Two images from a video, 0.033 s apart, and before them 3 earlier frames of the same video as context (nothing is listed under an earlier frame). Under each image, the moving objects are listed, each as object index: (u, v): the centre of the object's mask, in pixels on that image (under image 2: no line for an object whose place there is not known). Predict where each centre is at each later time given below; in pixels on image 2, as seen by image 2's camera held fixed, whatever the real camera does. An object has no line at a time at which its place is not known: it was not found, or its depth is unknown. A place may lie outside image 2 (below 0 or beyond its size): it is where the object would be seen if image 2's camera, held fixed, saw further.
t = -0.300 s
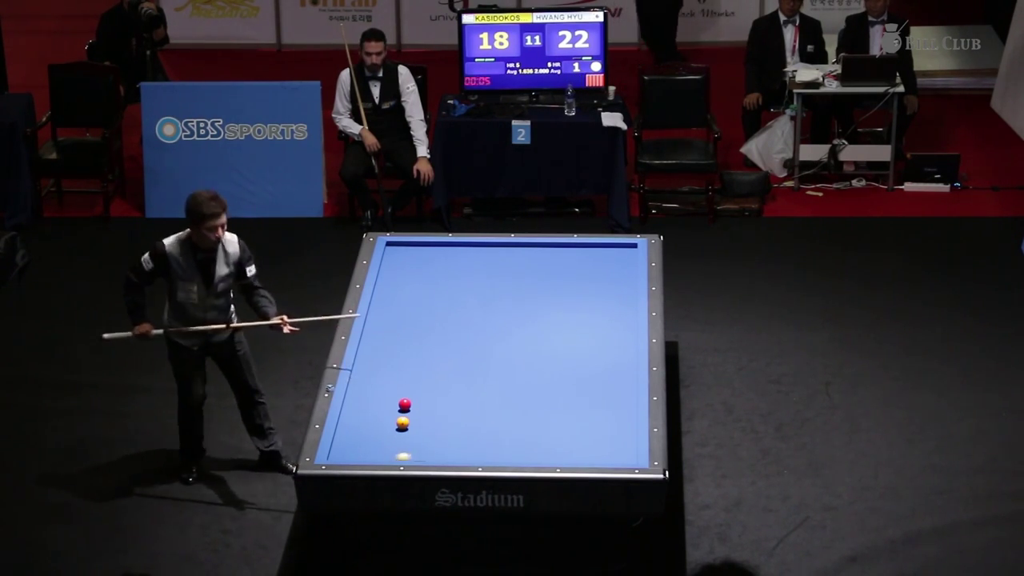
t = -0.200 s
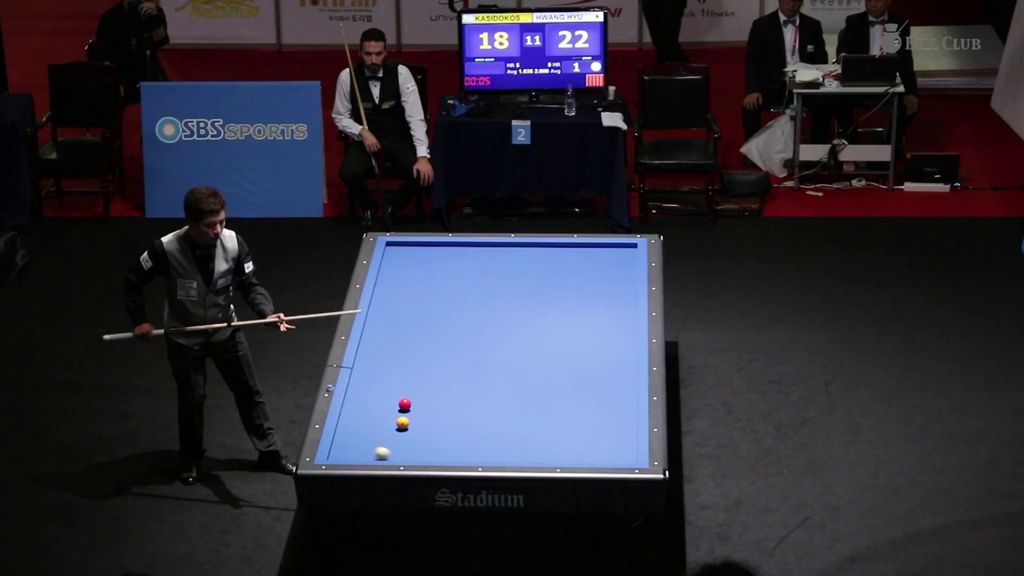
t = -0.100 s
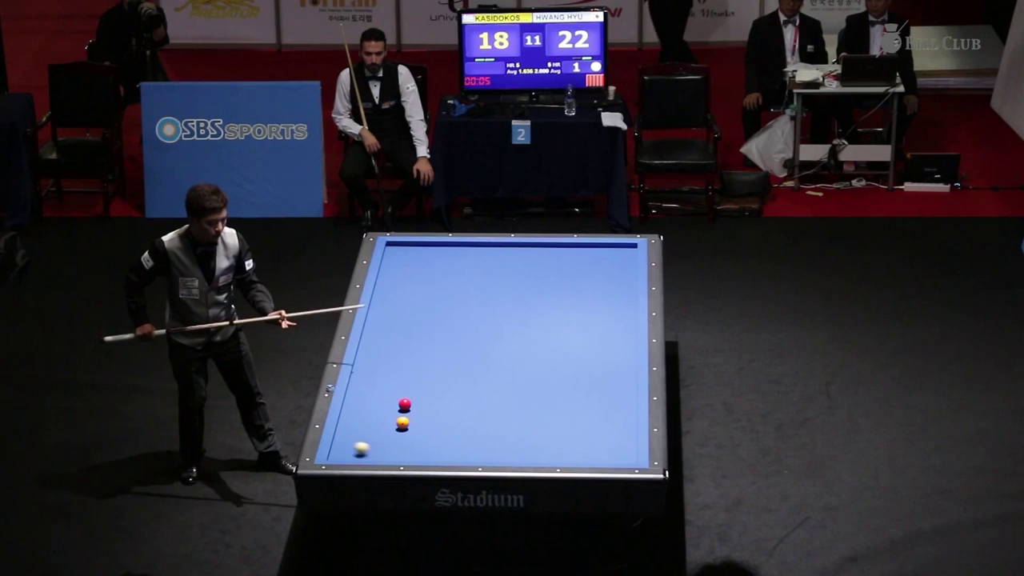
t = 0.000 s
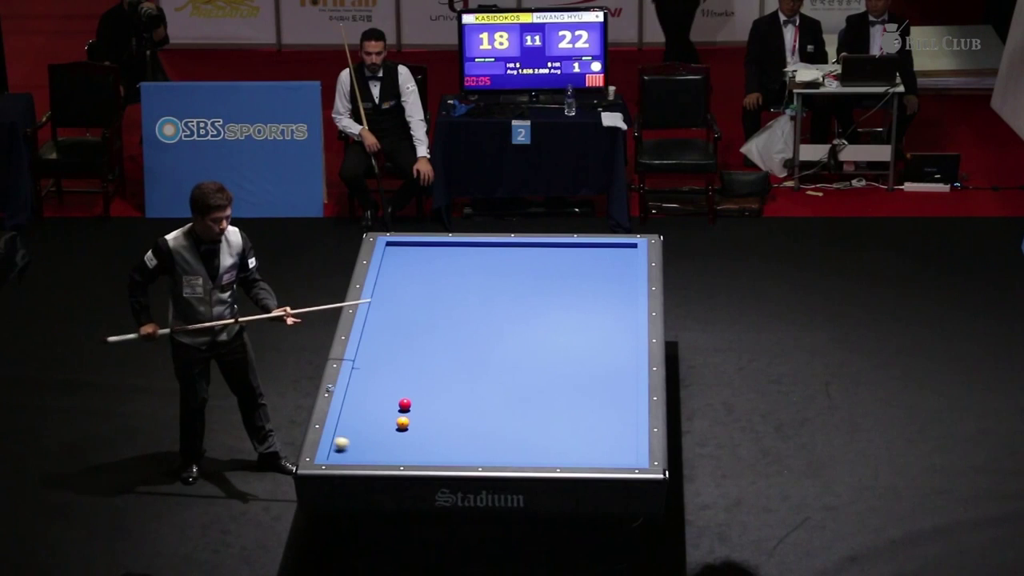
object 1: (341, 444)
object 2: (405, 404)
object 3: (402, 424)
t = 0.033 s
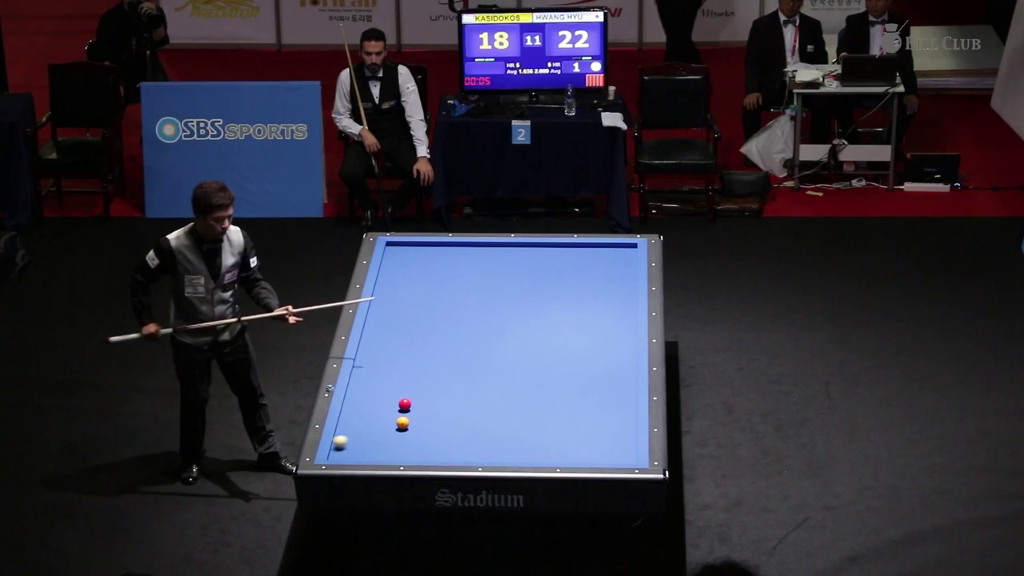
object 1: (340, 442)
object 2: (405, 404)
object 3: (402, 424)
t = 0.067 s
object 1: (346, 440)
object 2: (405, 404)
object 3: (402, 424)
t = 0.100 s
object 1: (352, 438)
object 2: (405, 404)
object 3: (402, 424)
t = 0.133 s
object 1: (358, 436)
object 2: (405, 404)
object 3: (402, 424)
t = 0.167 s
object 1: (363, 435)
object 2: (405, 405)
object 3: (402, 424)
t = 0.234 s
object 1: (372, 431)
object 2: (405, 404)
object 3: (402, 424)
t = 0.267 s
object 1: (377, 429)
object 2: (405, 404)
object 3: (402, 424)
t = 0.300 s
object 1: (381, 427)
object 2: (405, 404)
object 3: (402, 424)
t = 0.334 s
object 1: (386, 425)
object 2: (405, 404)
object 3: (402, 424)
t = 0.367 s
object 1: (389, 424)
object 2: (405, 404)
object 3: (403, 424)
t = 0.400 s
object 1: (389, 423)
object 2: (405, 404)
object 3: (407, 424)
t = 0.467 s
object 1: (390, 420)
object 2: (405, 404)
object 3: (415, 423)
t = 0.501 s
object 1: (391, 418)
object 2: (405, 404)
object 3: (418, 423)
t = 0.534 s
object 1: (392, 417)
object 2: (405, 404)
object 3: (421, 422)
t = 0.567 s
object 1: (393, 415)
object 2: (405, 404)
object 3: (424, 422)
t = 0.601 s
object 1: (394, 414)
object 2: (405, 404)
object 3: (427, 421)
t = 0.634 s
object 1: (395, 413)
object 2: (405, 404)
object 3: (430, 421)
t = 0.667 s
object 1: (396, 411)
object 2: (406, 403)
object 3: (433, 421)
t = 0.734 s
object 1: (397, 409)
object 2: (407, 402)
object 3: (439, 420)
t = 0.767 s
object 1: (397, 409)
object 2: (408, 402)
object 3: (442, 420)
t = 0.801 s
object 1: (396, 408)
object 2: (408, 402)
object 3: (445, 419)
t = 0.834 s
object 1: (397, 408)
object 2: (409, 400)
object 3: (448, 419)
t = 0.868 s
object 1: (396, 407)
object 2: (410, 400)
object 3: (451, 419)
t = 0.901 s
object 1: (396, 407)
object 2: (411, 399)
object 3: (454, 419)
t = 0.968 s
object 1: (396, 406)
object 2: (413, 398)
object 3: (460, 418)
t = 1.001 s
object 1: (396, 406)
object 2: (414, 396)
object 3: (463, 418)
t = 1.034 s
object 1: (395, 405)
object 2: (414, 396)
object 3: (465, 417)
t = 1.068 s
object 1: (395, 405)
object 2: (416, 395)
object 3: (469, 417)
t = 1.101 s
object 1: (395, 405)
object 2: (416, 394)
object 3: (472, 417)
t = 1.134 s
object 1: (395, 404)
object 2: (417, 393)
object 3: (474, 417)
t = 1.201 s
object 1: (395, 403)
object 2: (419, 392)
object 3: (480, 416)
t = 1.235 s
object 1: (395, 403)
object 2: (420, 392)
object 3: (483, 416)
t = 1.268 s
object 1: (395, 403)
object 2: (421, 391)
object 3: (485, 416)
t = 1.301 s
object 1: (394, 403)
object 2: (422, 390)
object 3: (488, 416)
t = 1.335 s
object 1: (394, 402)
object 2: (423, 389)
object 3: (491, 415)
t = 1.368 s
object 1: (394, 401)
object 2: (424, 389)
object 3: (494, 415)
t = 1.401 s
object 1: (394, 401)
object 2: (425, 387)
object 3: (497, 415)
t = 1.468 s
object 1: (394, 401)
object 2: (426, 387)
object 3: (502, 414)
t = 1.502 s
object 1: (394, 400)
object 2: (427, 386)
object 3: (505, 414)
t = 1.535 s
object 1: (394, 399)
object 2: (428, 385)
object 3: (507, 414)
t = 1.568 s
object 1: (394, 399)
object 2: (428, 384)
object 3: (510, 413)
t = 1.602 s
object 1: (394, 399)
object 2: (429, 383)
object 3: (513, 413)
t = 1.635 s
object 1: (393, 398)
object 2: (430, 383)
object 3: (516, 413)
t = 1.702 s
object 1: (393, 398)
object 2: (432, 381)
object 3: (521, 412)
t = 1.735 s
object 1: (393, 397)
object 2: (433, 380)
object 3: (524, 412)
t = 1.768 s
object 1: (393, 397)
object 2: (433, 380)
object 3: (526, 412)
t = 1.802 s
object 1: (393, 397)
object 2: (434, 379)
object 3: (529, 411)
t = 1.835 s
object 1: (393, 396)
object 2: (435, 378)
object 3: (532, 411)
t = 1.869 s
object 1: (393, 397)
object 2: (436, 378)
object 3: (534, 411)
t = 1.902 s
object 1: (393, 396)
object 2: (437, 377)
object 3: (537, 411)
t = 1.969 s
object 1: (393, 395)
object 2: (438, 376)
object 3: (542, 410)
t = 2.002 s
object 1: (393, 395)
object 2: (439, 375)
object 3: (545, 410)
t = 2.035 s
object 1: (393, 394)
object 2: (440, 374)
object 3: (547, 410)
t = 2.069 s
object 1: (393, 394)
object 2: (441, 373)
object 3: (550, 410)
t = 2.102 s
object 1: (393, 394)
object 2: (441, 374)
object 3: (552, 409)
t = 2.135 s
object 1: (393, 394)
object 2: (442, 372)
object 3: (555, 409)
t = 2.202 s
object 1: (392, 394)
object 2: (443, 372)
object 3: (560, 408)
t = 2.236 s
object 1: (392, 393)
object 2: (444, 370)
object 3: (562, 408)
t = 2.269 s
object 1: (392, 392)
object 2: (445, 370)
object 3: (565, 408)
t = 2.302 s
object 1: (392, 393)
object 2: (446, 369)
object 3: (567, 408)
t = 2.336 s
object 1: (392, 392)
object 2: (446, 369)
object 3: (570, 408)
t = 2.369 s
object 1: (392, 392)
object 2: (447, 369)
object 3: (572, 407)
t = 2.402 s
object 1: (392, 391)
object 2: (448, 368)
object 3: (574, 407)
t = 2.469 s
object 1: (392, 391)
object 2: (449, 366)
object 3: (579, 406)
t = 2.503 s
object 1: (392, 391)
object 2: (450, 366)
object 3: (582, 406)
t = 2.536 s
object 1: (392, 391)
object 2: (451, 365)
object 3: (584, 406)
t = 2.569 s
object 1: (392, 391)
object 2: (451, 365)
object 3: (587, 406)
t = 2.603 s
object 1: (392, 390)
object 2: (452, 365)
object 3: (589, 406)
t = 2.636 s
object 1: (392, 390)
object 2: (453, 364)
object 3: (591, 405)
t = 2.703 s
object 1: (392, 390)
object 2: (454, 363)
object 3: (596, 405)
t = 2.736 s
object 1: (392, 390)
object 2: (455, 362)
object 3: (598, 405)
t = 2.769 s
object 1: (392, 389)
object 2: (455, 362)
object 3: (600, 405)
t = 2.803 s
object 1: (392, 389)
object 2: (456, 361)
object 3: (603, 405)
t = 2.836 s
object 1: (392, 389)
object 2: (457, 361)
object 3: (605, 404)
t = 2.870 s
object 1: (392, 389)
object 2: (457, 360)
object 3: (607, 404)
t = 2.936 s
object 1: (392, 388)
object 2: (459, 359)
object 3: (612, 404)
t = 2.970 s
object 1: (392, 388)
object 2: (459, 359)
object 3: (614, 404)
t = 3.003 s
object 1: (392, 388)
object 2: (460, 358)
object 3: (616, 403)
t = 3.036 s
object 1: (392, 387)
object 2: (461, 358)
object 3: (618, 403)
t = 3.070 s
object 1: (392, 388)
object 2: (461, 357)
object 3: (621, 403)
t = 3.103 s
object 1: (392, 387)
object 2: (462, 357)
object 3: (623, 403)
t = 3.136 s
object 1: (392, 387)
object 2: (462, 356)
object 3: (625, 403)
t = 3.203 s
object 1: (391, 387)
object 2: (464, 355)
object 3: (629, 402)
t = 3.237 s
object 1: (391, 387)
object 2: (464, 355)
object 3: (630, 402)
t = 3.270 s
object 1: (391, 387)
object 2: (465, 354)
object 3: (629, 402)
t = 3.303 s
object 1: (392, 386)
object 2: (466, 353)
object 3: (628, 402)
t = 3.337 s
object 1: (392, 386)
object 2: (466, 353)
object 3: (627, 402)
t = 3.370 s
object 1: (392, 386)
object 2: (467, 352)
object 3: (626, 401)
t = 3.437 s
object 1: (392, 386)
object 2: (468, 352)
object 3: (623, 401)
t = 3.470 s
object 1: (392, 385)
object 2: (468, 351)
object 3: (622, 401)
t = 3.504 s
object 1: (392, 385)
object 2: (469, 351)
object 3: (621, 401)
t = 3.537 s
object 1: (392, 385)
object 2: (469, 350)
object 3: (620, 401)
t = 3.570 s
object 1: (392, 385)
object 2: (470, 350)
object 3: (618, 401)
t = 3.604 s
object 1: (392, 386)
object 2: (471, 349)
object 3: (617, 401)
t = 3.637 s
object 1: (392, 385)
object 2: (471, 349)
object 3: (616, 401)
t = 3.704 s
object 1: (392, 385)
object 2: (472, 348)
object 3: (614, 400)
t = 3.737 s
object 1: (392, 385)
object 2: (473, 347)
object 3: (613, 400)
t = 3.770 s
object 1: (392, 385)
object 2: (473, 347)
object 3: (612, 400)
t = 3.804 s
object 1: (392, 384)
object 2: (474, 346)
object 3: (611, 400)
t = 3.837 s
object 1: (392, 384)
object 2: (475, 346)
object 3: (610, 400)
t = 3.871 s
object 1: (392, 385)
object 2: (475, 346)
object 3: (608, 399)
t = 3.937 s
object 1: (392, 384)
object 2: (476, 345)
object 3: (606, 399)
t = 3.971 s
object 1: (392, 384)
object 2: (477, 344)
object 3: (605, 399)
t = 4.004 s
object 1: (392, 384)
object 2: (477, 344)
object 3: (604, 399)
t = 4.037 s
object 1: (392, 384)
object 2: (478, 343)
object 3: (603, 399)
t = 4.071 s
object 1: (392, 384)
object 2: (478, 342)
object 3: (602, 398)
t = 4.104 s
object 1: (392, 384)
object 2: (479, 342)
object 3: (601, 398)
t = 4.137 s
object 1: (392, 384)
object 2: (479, 342)
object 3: (600, 398)
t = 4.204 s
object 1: (392, 383)
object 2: (480, 341)
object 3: (598, 398)
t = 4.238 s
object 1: (392, 383)
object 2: (481, 340)
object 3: (597, 398)
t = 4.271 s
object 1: (392, 384)
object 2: (481, 341)
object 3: (596, 397)
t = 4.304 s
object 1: (392, 383)
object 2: (482, 340)
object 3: (595, 397)
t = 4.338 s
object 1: (392, 384)
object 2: (482, 339)
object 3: (594, 397)
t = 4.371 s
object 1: (392, 384)
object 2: (482, 340)
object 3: (593, 398)
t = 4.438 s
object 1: (392, 384)
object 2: (483, 339)
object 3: (591, 397)
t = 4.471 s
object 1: (392, 384)
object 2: (484, 339)
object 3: (590, 397)
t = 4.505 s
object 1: (392, 383)
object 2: (485, 338)
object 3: (589, 397)
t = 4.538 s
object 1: (392, 383)
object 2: (485, 337)
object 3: (588, 397)
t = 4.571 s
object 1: (392, 383)
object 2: (485, 337)
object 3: (588, 397)
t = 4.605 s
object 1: (392, 384)
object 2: (486, 336)
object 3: (587, 397)
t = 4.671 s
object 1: (392, 384)
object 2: (487, 336)
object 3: (585, 396)
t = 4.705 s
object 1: (392, 384)
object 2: (487, 336)
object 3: (584, 396)
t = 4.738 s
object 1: (392, 384)
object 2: (487, 336)
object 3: (583, 396)
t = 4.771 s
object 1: (392, 384)
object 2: (488, 335)
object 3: (582, 396)
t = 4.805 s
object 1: (392, 383)
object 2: (488, 335)
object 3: (581, 396)
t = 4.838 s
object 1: (392, 383)
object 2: (489, 334)
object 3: (581, 396)
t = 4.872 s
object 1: (392, 383)
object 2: (489, 334)
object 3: (580, 396)
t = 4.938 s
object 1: (392, 383)
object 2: (490, 334)
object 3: (578, 395)
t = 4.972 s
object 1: (392, 383)
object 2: (490, 333)
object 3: (578, 395)
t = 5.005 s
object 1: (392, 384)
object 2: (491, 333)
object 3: (577, 395)
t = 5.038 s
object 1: (392, 384)
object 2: (491, 333)
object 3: (576, 395)
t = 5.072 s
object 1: (392, 383)
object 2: (492, 332)
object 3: (575, 395)
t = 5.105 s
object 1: (392, 384)
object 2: (492, 332)
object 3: (574, 395)
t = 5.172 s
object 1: (392, 383)
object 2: (493, 331)
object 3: (573, 395)
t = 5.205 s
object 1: (392, 384)
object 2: (493, 331)
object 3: (572, 395)
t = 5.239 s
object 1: (392, 383)
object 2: (493, 331)
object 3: (571, 395)
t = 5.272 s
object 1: (392, 384)
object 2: (494, 331)
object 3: (571, 395)
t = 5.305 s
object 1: (392, 384)
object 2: (494, 330)
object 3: (570, 395)
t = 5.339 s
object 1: (392, 384)
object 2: (495, 330)
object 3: (569, 395)
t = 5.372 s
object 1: (392, 383)
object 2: (495, 330)
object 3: (568, 394)
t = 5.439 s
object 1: (392, 383)
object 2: (496, 329)
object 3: (567, 395)
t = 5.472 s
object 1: (392, 383)
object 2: (496, 329)
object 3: (566, 394)
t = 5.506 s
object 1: (392, 383)
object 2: (496, 328)
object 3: (566, 395)
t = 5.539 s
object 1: (392, 384)
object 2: (496, 328)
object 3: (565, 394)
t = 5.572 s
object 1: (392, 383)
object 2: (497, 328)
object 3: (564, 394)
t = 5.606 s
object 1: (392, 383)
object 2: (497, 328)
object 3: (564, 394)
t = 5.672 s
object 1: (392, 383)
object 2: (498, 327)
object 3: (562, 394)
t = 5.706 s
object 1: (392, 383)
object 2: (498, 327)
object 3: (562, 394)
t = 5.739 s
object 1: (392, 383)
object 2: (498, 327)
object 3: (561, 394)
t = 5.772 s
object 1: (392, 383)
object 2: (499, 327)
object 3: (560, 394)
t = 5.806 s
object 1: (392, 383)
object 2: (499, 326)
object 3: (560, 394)
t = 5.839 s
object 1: (392, 383)
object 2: (499, 326)
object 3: (559, 394)
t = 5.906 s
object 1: (392, 384)
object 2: (500, 326)
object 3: (558, 394)
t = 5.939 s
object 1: (392, 383)
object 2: (500, 325)
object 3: (557, 394)
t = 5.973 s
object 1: (392, 383)
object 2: (500, 325)
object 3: (557, 393)
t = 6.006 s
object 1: (392, 383)
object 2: (500, 325)
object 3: (556, 393)
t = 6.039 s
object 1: (392, 383)
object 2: (501, 325)
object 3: (556, 394)
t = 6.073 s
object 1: (392, 383)
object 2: (501, 325)
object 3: (555, 394)
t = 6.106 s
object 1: (392, 383)
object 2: (501, 324)
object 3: (555, 393)
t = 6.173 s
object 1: (392, 383)
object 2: (502, 324)
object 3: (554, 393)
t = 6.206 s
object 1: (392, 383)
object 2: (502, 324)
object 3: (553, 393)
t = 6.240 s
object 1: (392, 384)
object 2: (502, 324)
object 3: (553, 393)
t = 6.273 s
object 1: (392, 383)
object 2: (502, 323)
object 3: (552, 393)
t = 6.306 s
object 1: (392, 383)
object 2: (502, 323)
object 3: (552, 393)
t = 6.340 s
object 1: (392, 383)
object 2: (503, 323)
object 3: (552, 393)
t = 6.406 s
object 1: (392, 384)
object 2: (503, 323)
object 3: (551, 393)
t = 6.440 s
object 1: (392, 383)
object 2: (504, 322)
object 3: (550, 393)
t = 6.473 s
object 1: (392, 383)
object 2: (504, 322)
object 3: (550, 393)
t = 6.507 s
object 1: (392, 383)
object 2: (504, 322)
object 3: (549, 393)
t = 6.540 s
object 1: (392, 383)
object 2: (504, 322)
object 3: (549, 393)
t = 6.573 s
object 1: (392, 384)
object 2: (504, 322)
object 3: (548, 393)
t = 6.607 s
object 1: (392, 383)
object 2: (505, 321)
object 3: (548, 393)
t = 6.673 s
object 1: (392, 383)
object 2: (505, 321)
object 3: (547, 393)
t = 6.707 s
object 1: (392, 383)
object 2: (505, 321)
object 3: (547, 393)
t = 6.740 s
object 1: (392, 383)
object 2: (505, 321)
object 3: (546, 393)
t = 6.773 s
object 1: (392, 384)
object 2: (505, 321)
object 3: (546, 393)
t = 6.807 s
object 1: (392, 383)
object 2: (506, 321)
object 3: (546, 392)
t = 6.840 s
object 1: (392, 383)
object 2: (506, 320)
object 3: (545, 392)
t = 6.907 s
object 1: (392, 383)
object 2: (506, 320)
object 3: (545, 392)
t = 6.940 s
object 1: (392, 383)
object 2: (506, 320)
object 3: (544, 392)
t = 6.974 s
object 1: (392, 383)
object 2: (507, 320)
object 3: (544, 392)
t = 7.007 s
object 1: (392, 383)
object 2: (507, 320)
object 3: (544, 393)
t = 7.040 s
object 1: (392, 384)
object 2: (507, 319)
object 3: (544, 392)
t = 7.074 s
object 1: (392, 383)
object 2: (507, 319)
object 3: (543, 392)
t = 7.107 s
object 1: (392, 383)
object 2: (507, 319)
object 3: (543, 392)
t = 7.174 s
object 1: (392, 383)
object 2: (507, 319)
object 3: (542, 393)
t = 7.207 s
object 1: (392, 383)
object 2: (507, 319)
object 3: (542, 392)
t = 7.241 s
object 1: (392, 383)
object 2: (507, 319)
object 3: (542, 392)
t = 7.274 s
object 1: (392, 383)
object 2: (507, 319)
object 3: (542, 392)
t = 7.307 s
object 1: (392, 384)
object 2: (508, 319)
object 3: (541, 392)
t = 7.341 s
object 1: (392, 383)
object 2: (508, 319)
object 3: (541, 392)
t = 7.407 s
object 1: (392, 384)
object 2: (508, 318)
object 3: (541, 392)
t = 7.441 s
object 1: (392, 383)
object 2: (508, 318)
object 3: (540, 392)
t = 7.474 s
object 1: (392, 383)
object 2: (508, 318)
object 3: (540, 393)
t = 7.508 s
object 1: (392, 383)
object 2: (508, 318)
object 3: (540, 393)
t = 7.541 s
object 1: (392, 384)
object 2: (508, 318)
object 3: (540, 393)
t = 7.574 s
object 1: (392, 383)
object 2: (508, 318)
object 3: (540, 392)
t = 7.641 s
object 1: (392, 383)
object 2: (508, 318)
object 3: (540, 392)
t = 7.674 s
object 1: (392, 384)
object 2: (509, 318)
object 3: (539, 392)
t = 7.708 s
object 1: (392, 383)
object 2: (509, 318)
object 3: (539, 392)
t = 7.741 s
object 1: (392, 383)
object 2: (509, 318)
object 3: (539, 393)
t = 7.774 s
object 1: (392, 383)
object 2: (509, 318)
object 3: (539, 393)
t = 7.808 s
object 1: (392, 383)
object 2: (509, 317)
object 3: (539, 392)
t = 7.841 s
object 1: (392, 384)
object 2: (509, 318)
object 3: (539, 393)
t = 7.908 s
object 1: (392, 383)
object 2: (509, 317)
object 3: (539, 393)
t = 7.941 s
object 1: (392, 383)
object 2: (509, 317)
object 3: (539, 392)
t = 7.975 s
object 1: (392, 384)
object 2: (509, 317)
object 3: (539, 392)
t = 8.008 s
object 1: (392, 383)
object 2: (509, 317)
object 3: (539, 392)
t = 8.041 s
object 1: (392, 383)
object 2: (509, 317)
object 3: (539, 392)
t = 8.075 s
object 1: (392, 383)
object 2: (509, 317)
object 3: (539, 392)
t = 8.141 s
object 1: (392, 383)
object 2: (509, 317)
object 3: (539, 392)
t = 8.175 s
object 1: (392, 384)
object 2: (509, 317)
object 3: (539, 393)
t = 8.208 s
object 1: (392, 383)
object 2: (509, 317)
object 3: (539, 393)
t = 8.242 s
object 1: (392, 383)
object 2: (509, 317)
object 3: (539, 392)
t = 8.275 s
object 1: (392, 383)
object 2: (509, 317)
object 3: (539, 392)
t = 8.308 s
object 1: (392, 383)
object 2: (510, 317)
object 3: (539, 392)
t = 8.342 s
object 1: (392, 383)
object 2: (510, 317)
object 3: (539, 392)
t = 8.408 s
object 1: (392, 383)
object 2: (510, 317)
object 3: (539, 393)
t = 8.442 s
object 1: (392, 384)
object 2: (510, 317)
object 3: (539, 393)
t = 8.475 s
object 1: (392, 383)
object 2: (510, 317)
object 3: (539, 393)
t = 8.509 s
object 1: (392, 383)
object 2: (510, 317)
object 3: (539, 392)
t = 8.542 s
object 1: (392, 383)
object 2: (510, 317)
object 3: (539, 393)
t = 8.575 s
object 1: (392, 384)
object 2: (509, 317)
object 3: (539, 392)
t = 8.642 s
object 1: (392, 383)
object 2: (510, 317)
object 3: (539, 392)
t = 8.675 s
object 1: (392, 383)
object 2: (510, 317)
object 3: (539, 392)
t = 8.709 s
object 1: (392, 383)
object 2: (510, 317)
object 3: (539, 393)
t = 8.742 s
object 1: (392, 383)
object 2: (510, 317)
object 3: (539, 393)
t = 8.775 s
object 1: (392, 383)
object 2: (510, 317)
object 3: (539, 393)
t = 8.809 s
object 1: (392, 383)
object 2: (510, 317)
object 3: (539, 393)
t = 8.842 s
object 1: (392, 383)
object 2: (510, 317)
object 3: (539, 393)
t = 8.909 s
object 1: (392, 383)
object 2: (509, 317)
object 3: (539, 392)
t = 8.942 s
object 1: (392, 384)
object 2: (509, 317)
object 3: (539, 392)
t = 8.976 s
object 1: (392, 383)
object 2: (509, 317)
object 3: (539, 392)
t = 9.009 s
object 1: (392, 384)
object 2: (510, 317)
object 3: (539, 392)
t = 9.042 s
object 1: (392, 383)
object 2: (510, 317)
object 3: (539, 392)
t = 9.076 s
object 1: (392, 383)
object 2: (509, 317)
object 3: (539, 392)
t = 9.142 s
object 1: (392, 383)
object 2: (509, 317)
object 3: (539, 393)
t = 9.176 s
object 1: (392, 384)
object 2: (510, 317)
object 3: (539, 393)
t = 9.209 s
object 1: (392, 383)
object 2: (509, 317)
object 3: (539, 393)
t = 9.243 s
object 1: (392, 383)
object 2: (509, 317)
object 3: (539, 393)
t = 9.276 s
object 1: (392, 383)
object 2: (509, 317)
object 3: (539, 393)
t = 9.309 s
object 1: (392, 383)
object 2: (510, 317)
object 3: (539, 392)
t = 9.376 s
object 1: (392, 383)
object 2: (509, 317)
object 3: (539, 392)
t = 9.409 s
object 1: (392, 384)
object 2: (510, 317)
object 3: (539, 393)
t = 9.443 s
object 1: (392, 384)
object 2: (510, 317)
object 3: (539, 393)
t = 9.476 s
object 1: (392, 383)
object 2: (510, 317)
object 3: (539, 392)
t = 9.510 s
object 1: (392, 383)
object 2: (510, 317)
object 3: (539, 392)
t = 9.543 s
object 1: (392, 383)
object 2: (509, 317)
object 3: (539, 393)
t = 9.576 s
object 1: (392, 383)
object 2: (510, 317)
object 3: (539, 392)
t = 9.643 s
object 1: (392, 383)
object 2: (510, 317)
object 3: (539, 393)
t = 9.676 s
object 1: (392, 384)
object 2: (510, 317)
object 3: (539, 393)
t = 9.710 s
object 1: (392, 383)
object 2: (510, 317)
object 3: (539, 393)
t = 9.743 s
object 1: (392, 383)
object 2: (510, 317)
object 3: (539, 392)
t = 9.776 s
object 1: (392, 383)
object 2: (510, 317)
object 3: (539, 393)
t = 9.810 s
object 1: (392, 384)
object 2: (510, 317)
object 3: (539, 393)
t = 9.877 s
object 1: (392, 383)
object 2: (510, 317)
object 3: (539, 393)
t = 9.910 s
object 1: (392, 384)
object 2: (510, 317)
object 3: (539, 393)
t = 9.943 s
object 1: (392, 383)
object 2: (510, 317)
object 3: (539, 393)
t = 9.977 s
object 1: (392, 384)
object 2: (509, 317)
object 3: (539, 392)
